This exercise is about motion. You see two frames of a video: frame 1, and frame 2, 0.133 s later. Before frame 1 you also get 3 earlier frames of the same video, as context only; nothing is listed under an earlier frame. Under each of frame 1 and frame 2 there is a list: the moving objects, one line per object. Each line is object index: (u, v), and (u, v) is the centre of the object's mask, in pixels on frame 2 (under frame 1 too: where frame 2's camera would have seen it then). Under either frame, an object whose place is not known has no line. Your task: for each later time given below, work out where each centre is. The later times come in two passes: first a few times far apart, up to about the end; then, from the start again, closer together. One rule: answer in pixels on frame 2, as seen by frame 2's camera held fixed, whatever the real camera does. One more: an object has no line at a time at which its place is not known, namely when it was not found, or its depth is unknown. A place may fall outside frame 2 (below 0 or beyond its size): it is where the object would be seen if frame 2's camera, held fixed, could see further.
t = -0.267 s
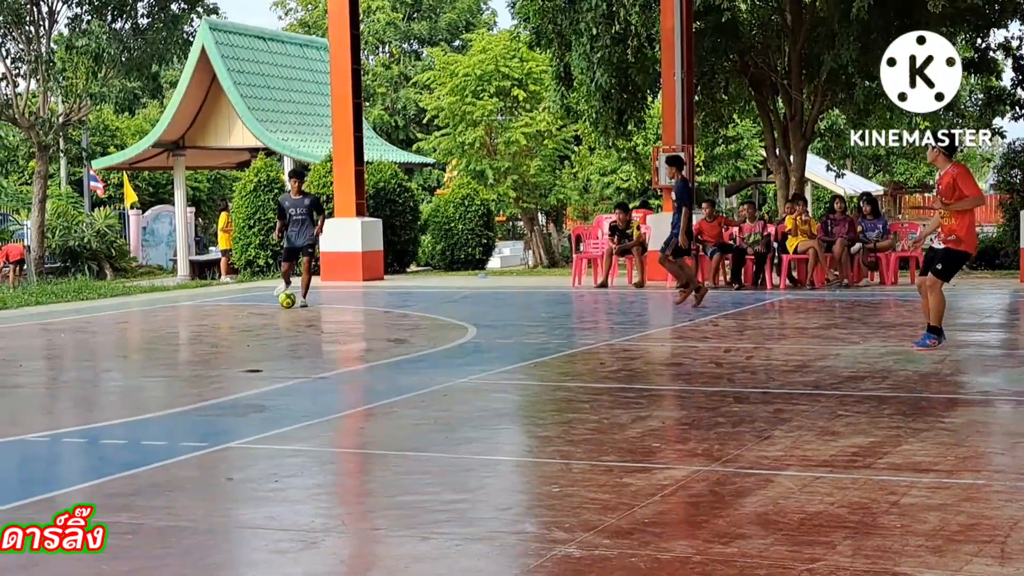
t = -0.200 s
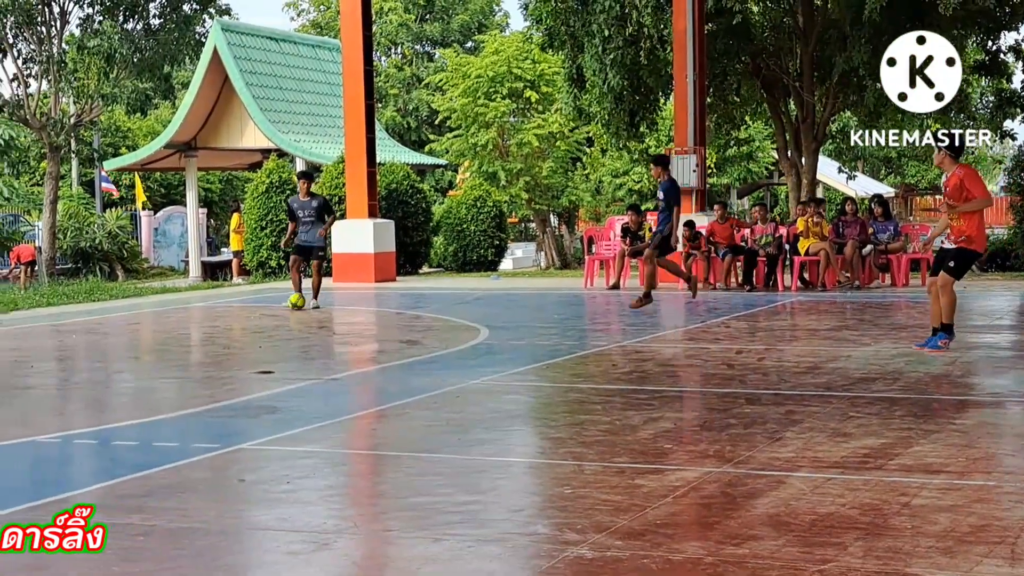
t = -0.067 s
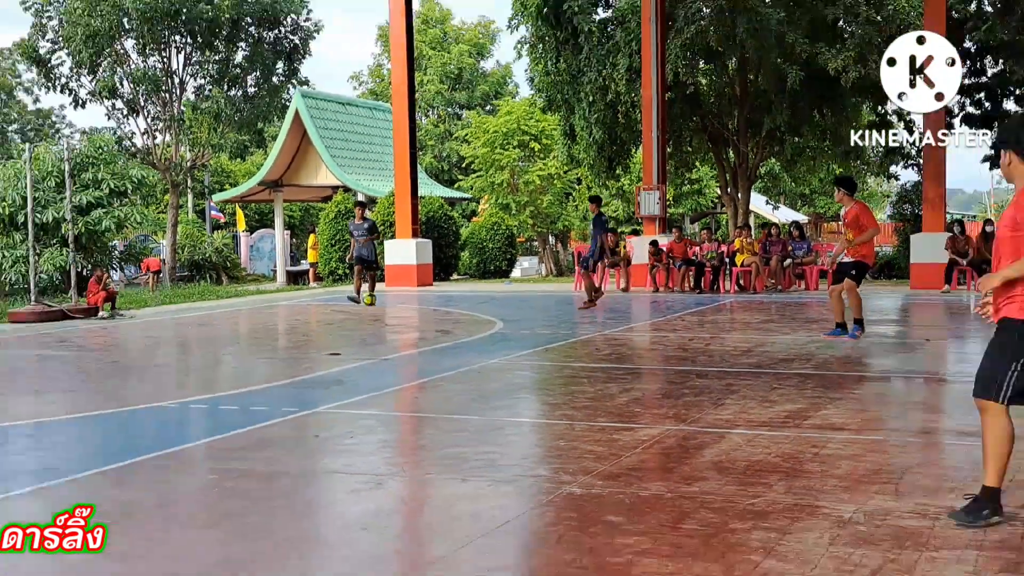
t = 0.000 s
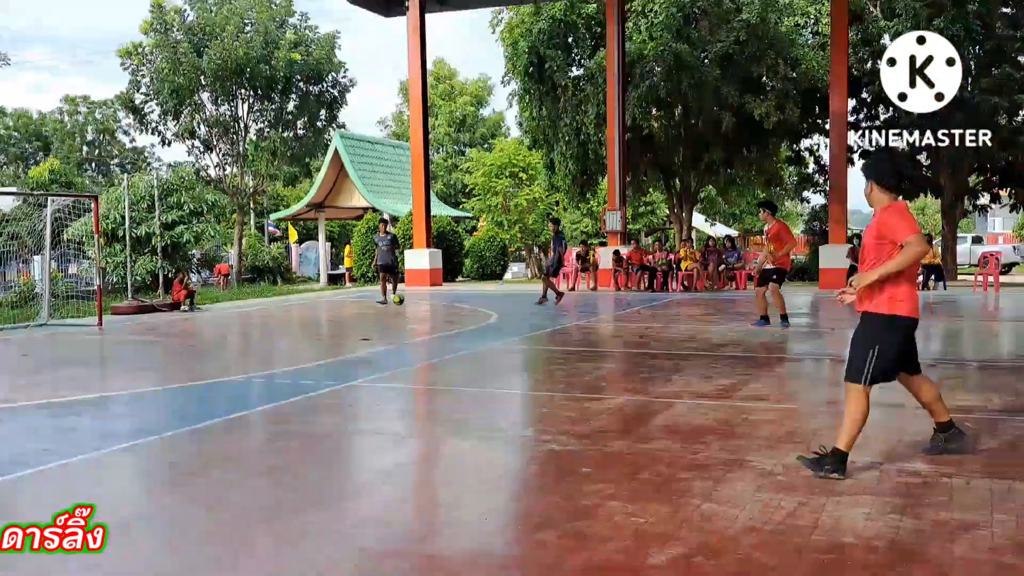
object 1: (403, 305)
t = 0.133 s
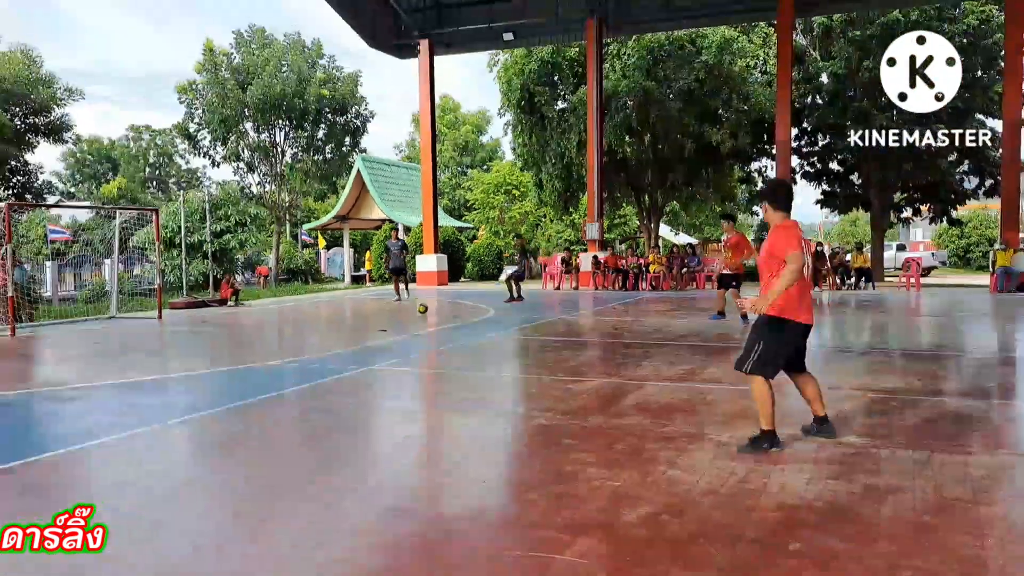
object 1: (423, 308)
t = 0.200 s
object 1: (429, 310)
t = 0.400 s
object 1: (455, 324)
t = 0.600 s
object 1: (489, 339)
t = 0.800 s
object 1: (537, 361)
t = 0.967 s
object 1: (587, 383)
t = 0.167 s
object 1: (426, 309)
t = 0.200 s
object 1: (429, 310)
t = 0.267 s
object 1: (437, 316)
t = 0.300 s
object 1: (441, 317)
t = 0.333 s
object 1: (445, 319)
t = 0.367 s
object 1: (450, 321)
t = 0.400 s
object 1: (455, 324)
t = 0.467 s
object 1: (465, 328)
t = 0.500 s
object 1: (471, 331)
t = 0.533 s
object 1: (476, 333)
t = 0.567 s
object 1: (482, 336)
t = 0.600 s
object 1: (489, 339)
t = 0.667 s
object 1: (503, 345)
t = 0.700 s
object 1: (511, 347)
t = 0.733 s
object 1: (519, 352)
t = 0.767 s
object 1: (527, 356)
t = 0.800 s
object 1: (537, 361)
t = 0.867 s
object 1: (555, 368)
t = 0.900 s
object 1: (567, 374)
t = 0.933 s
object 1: (577, 378)
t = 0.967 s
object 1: (587, 383)
